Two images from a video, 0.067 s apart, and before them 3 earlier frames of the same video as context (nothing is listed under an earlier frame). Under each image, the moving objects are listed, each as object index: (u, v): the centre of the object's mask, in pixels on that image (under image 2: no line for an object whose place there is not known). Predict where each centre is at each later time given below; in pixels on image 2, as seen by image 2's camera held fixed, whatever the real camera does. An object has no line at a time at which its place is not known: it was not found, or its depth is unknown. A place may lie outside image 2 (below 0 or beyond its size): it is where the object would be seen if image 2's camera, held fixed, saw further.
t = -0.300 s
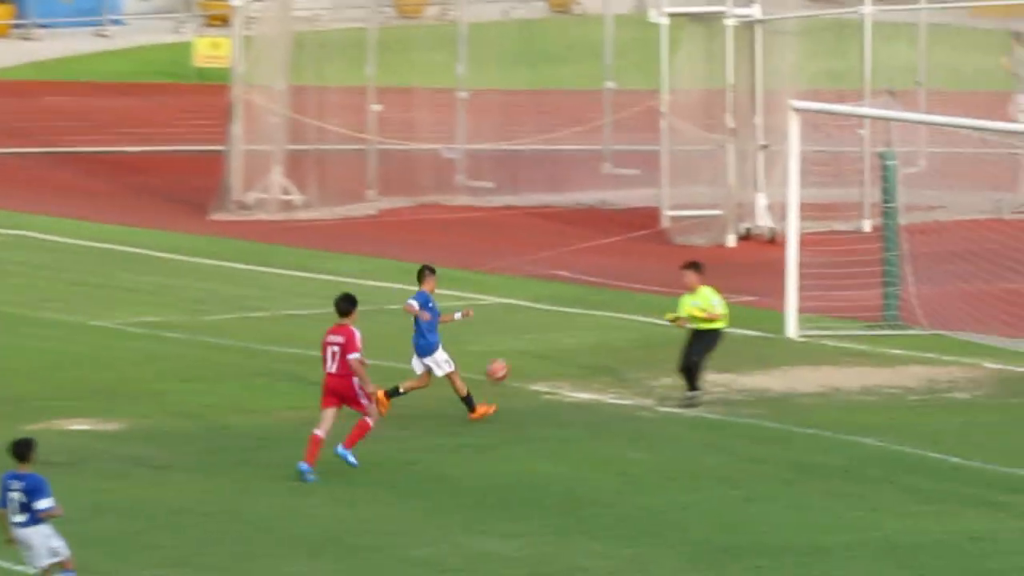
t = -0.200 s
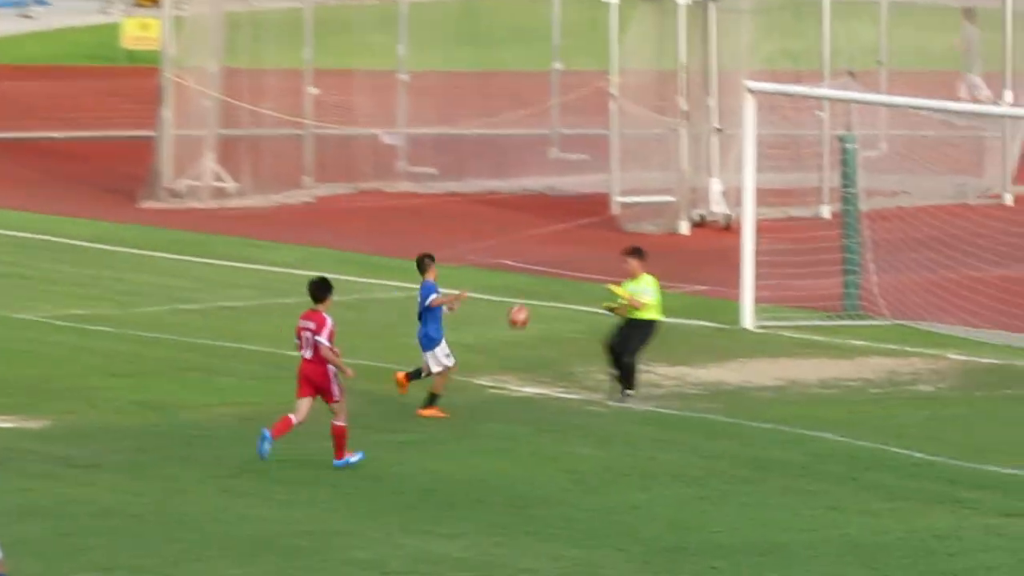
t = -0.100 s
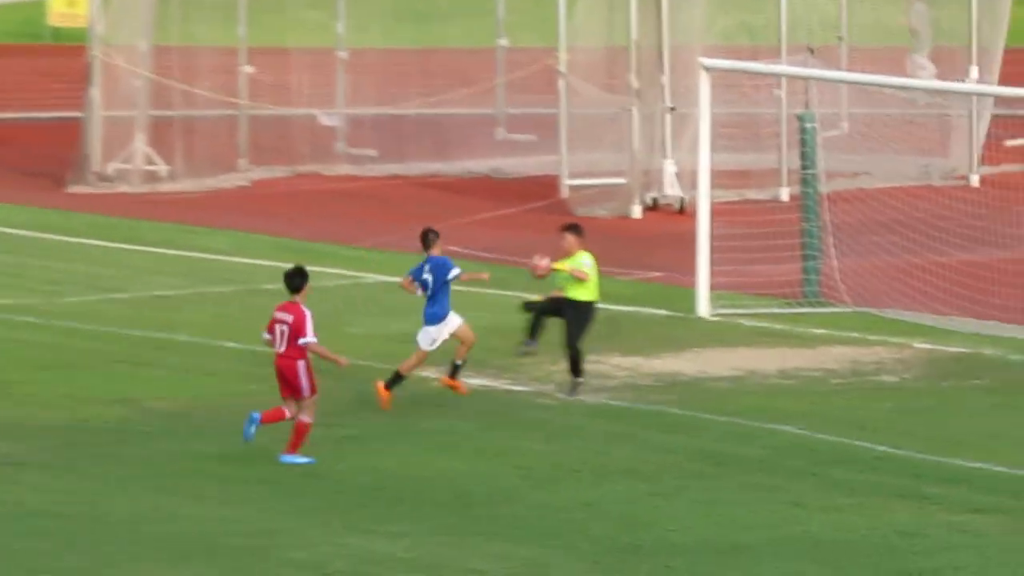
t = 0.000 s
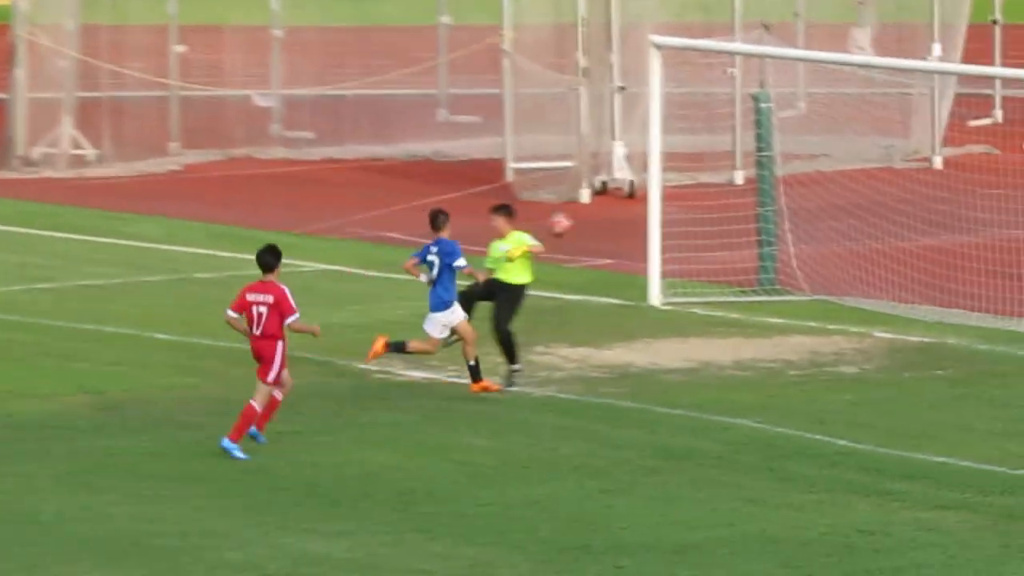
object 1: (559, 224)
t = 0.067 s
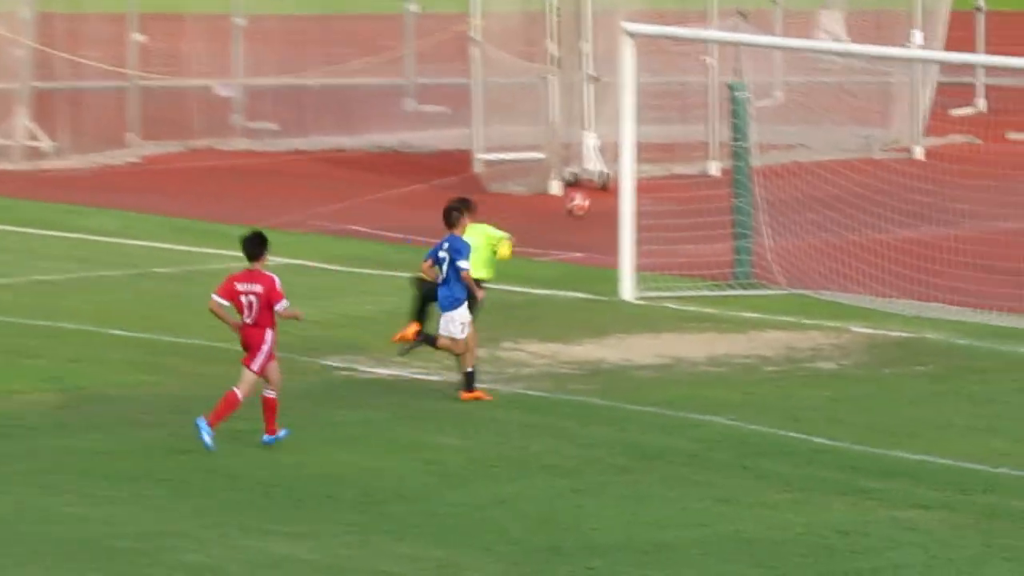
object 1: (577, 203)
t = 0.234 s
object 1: (691, 195)
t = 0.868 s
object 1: (907, 282)
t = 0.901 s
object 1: (902, 287)
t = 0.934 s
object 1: (898, 283)
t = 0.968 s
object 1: (893, 277)
